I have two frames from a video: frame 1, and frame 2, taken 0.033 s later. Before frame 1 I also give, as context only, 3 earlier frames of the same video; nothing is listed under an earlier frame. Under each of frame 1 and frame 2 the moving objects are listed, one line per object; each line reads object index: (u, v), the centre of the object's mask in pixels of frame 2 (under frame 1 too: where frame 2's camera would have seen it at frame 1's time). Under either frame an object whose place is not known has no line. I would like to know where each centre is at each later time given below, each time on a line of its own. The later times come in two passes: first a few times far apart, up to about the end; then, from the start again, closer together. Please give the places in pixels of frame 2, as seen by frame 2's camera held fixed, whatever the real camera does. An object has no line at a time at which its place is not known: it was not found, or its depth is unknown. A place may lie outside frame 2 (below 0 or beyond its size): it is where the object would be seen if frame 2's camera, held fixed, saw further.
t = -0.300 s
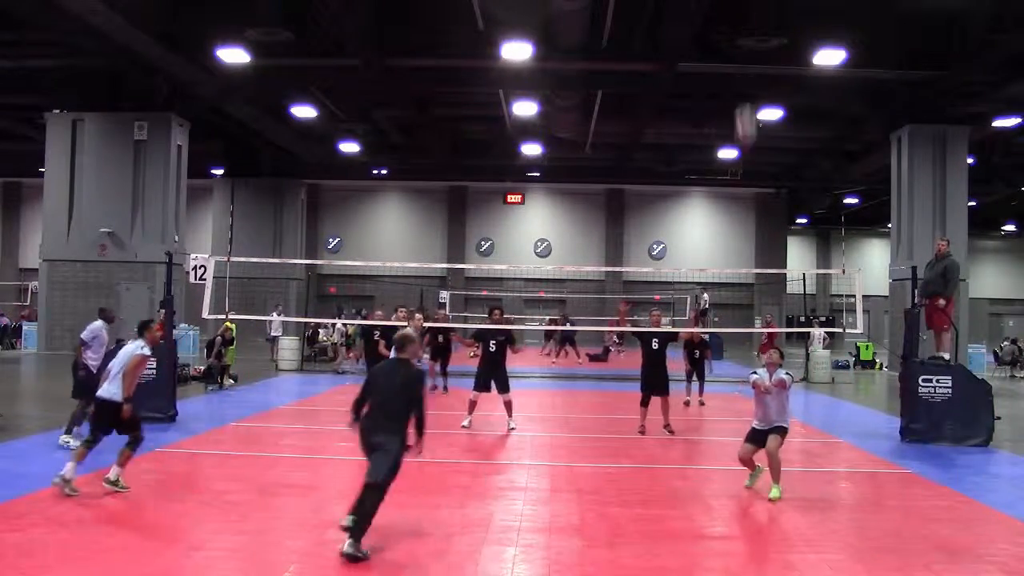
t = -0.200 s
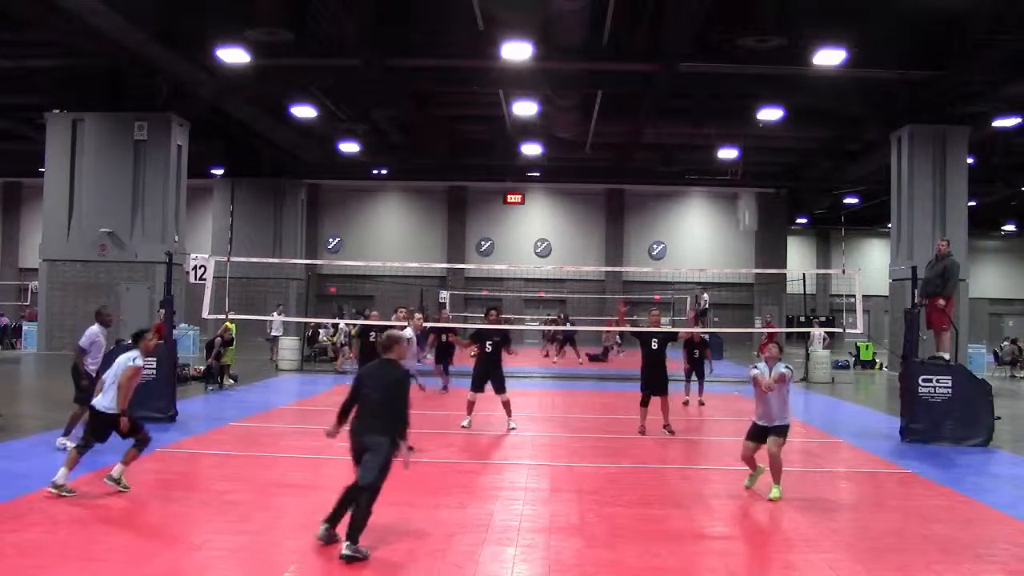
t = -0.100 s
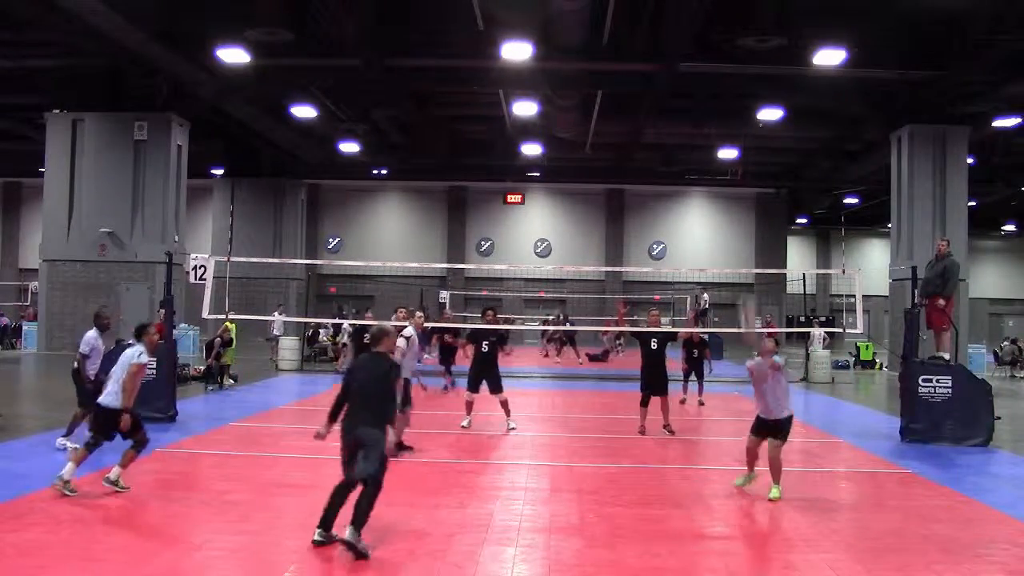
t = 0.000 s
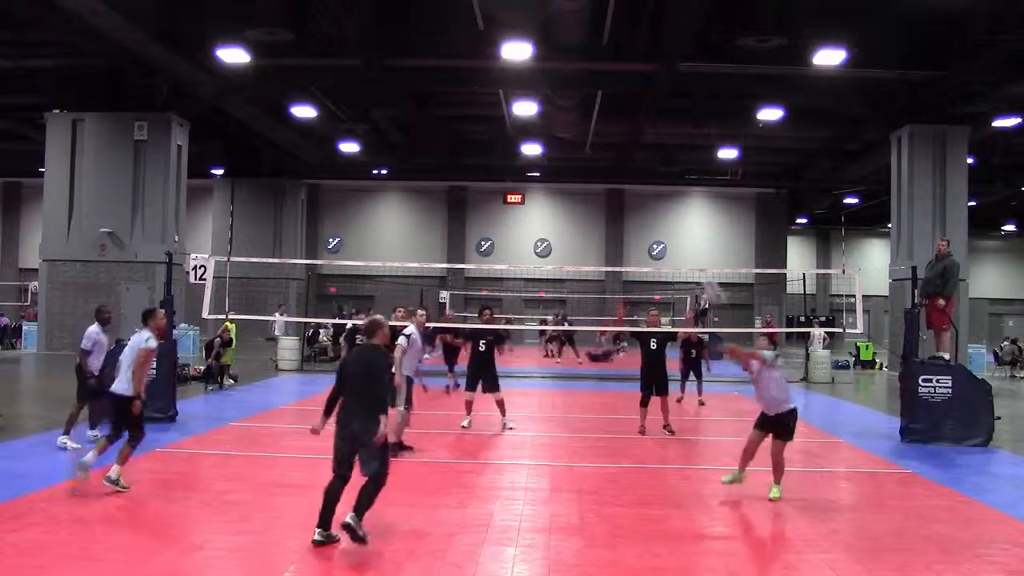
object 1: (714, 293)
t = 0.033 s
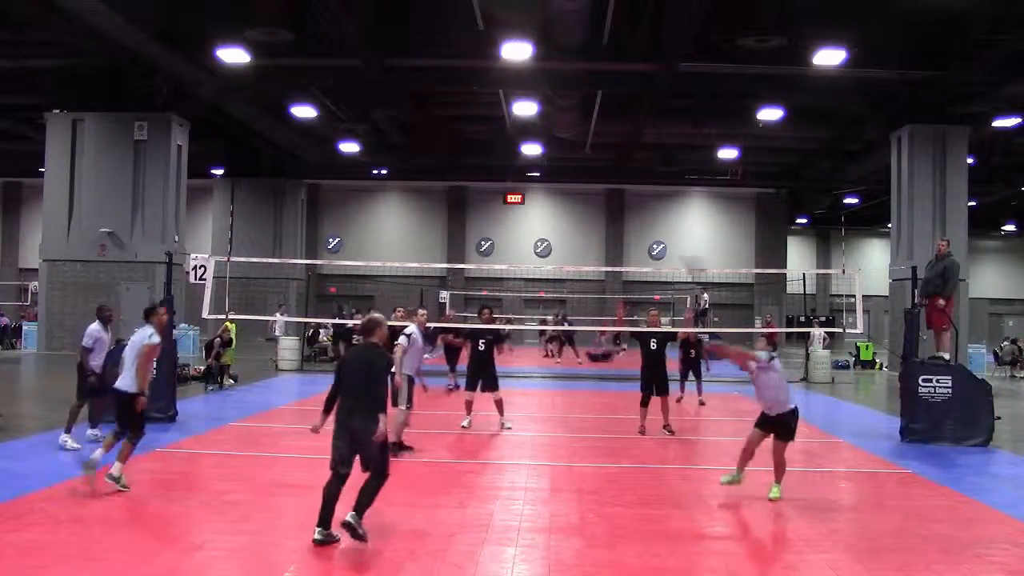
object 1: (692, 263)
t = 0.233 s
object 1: (603, 150)
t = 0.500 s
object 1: (500, 73)
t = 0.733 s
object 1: (424, 64)
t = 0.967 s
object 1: (358, 100)
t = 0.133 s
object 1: (645, 198)
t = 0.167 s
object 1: (633, 181)
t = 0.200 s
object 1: (617, 164)
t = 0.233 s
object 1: (603, 150)
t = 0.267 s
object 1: (589, 136)
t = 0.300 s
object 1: (576, 122)
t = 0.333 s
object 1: (563, 112)
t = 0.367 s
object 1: (550, 101)
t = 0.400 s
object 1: (537, 92)
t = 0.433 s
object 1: (524, 85)
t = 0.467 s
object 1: (511, 78)
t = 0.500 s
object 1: (500, 73)
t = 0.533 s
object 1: (488, 69)
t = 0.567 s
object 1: (478, 65)
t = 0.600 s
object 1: (466, 63)
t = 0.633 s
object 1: (455, 62)
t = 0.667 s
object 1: (445, 61)
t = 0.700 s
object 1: (434, 62)
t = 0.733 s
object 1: (424, 64)
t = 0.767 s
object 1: (414, 66)
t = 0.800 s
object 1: (404, 70)
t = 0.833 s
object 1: (395, 74)
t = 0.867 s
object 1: (385, 80)
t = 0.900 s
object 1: (376, 86)
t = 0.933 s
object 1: (367, 92)
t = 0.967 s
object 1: (358, 100)
